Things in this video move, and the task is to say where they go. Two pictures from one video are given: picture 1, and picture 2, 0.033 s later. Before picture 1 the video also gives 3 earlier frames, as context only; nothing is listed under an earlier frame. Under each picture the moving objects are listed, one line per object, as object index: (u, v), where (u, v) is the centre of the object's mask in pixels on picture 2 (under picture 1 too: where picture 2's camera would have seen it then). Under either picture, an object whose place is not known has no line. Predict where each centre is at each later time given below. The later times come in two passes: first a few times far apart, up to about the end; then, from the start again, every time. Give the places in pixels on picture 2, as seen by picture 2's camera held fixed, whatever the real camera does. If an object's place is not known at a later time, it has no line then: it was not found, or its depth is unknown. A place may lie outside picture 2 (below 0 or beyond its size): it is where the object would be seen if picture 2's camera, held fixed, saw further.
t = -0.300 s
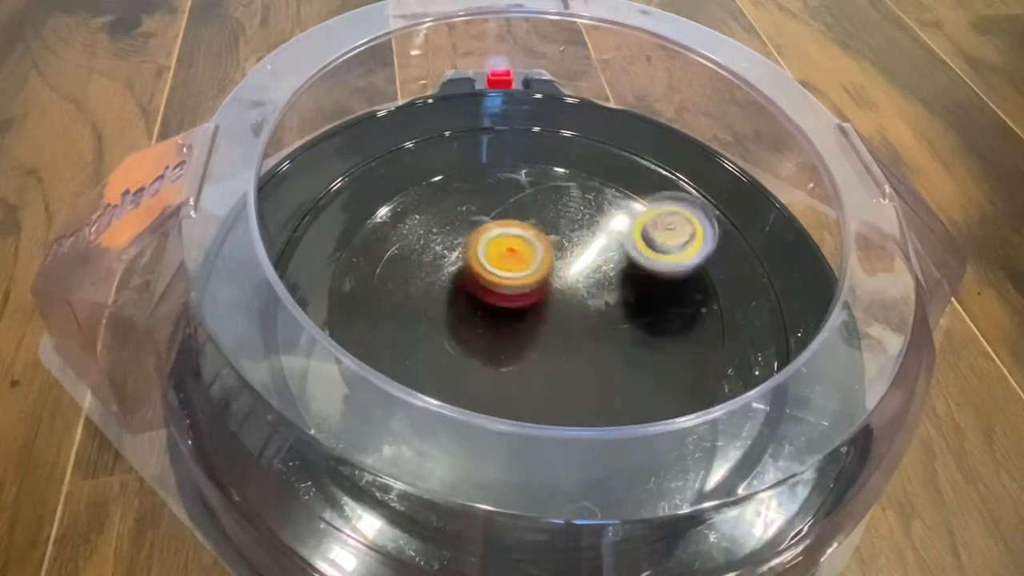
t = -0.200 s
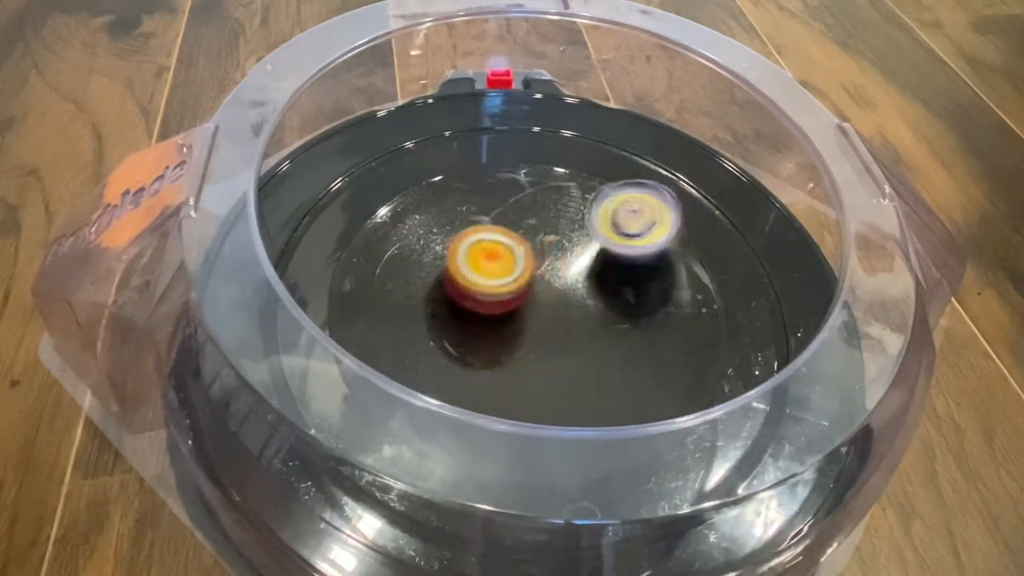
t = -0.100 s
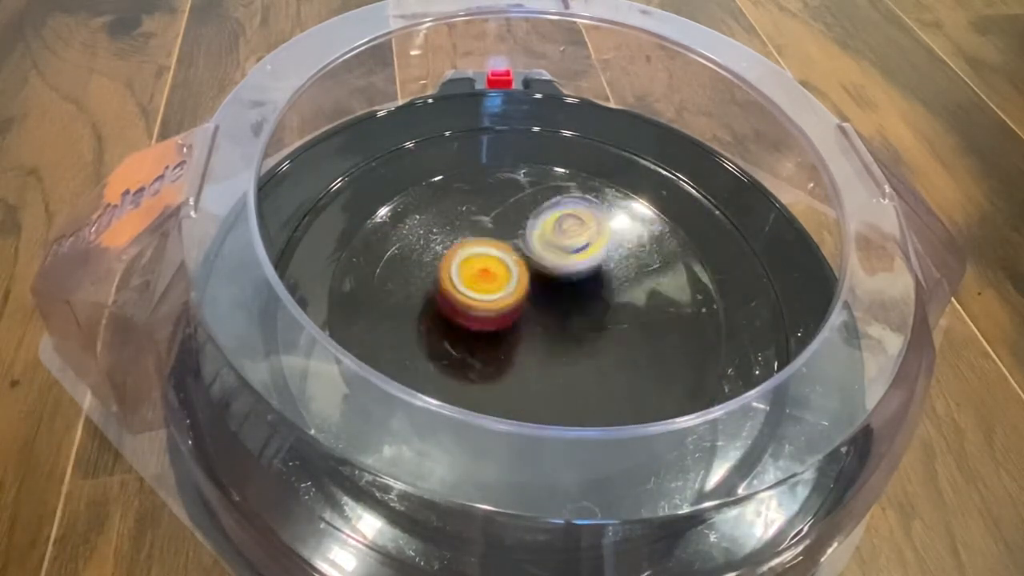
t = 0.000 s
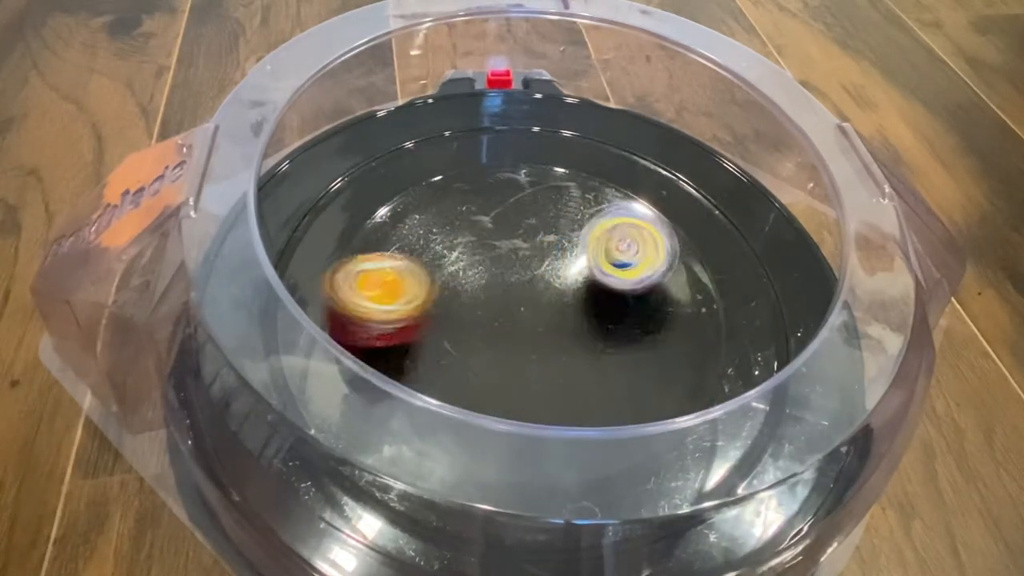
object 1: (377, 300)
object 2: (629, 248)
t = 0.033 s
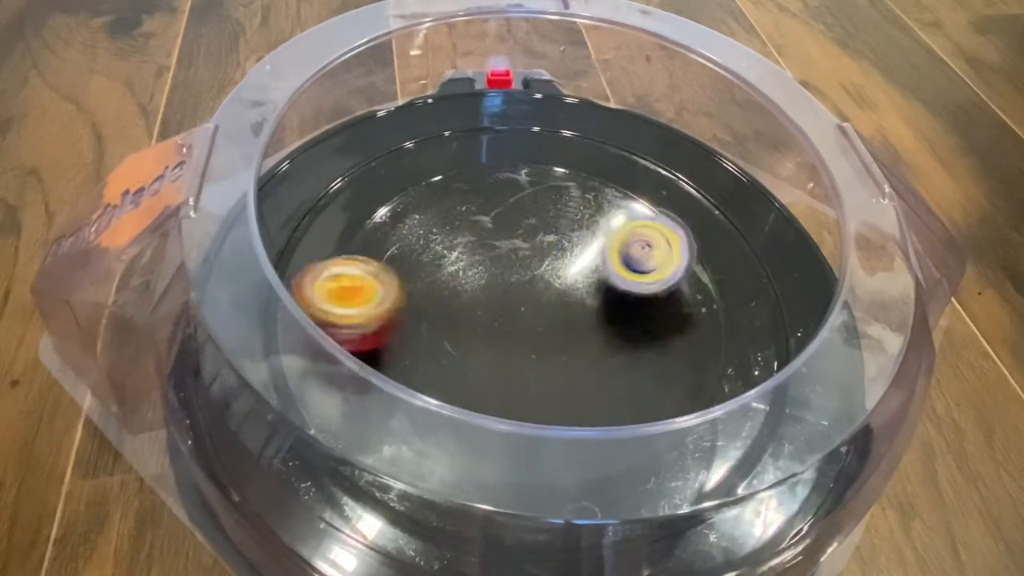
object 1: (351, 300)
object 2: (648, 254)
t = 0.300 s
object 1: (291, 316)
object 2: (690, 297)
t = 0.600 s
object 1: (324, 276)
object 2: (577, 370)
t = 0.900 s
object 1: (452, 279)
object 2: (478, 354)
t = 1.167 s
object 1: (619, 262)
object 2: (529, 343)
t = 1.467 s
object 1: (654, 262)
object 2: (556, 257)
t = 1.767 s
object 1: (631, 357)
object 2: (469, 179)
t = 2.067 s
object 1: (493, 374)
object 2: (500, 266)
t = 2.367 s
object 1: (423, 283)
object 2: (529, 291)
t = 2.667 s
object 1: (498, 217)
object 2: (571, 276)
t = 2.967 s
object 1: (616, 232)
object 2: (539, 303)
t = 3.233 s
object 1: (650, 307)
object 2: (518, 285)
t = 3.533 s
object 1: (535, 378)
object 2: (525, 252)
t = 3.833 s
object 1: (435, 348)
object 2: (535, 296)
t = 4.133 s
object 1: (458, 243)
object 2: (529, 294)
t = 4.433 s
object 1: (481, 211)
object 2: (532, 288)
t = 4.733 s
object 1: (571, 226)
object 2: (524, 316)
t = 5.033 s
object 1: (574, 235)
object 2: (501, 276)
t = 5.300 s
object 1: (568, 237)
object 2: (498, 257)
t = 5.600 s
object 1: (566, 237)
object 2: (501, 289)
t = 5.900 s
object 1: (566, 237)
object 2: (492, 302)
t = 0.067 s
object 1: (336, 300)
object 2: (662, 257)
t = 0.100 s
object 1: (308, 306)
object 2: (671, 259)
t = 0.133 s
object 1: (292, 309)
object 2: (680, 262)
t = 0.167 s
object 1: (278, 311)
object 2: (686, 267)
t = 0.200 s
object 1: (276, 313)
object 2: (689, 273)
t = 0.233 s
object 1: (285, 317)
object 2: (691, 280)
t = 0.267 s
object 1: (290, 317)
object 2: (692, 288)
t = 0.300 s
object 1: (291, 316)
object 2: (690, 297)
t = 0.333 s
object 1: (291, 314)
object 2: (686, 308)
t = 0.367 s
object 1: (289, 310)
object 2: (679, 317)
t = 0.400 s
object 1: (289, 306)
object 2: (669, 329)
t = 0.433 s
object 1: (292, 299)
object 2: (656, 339)
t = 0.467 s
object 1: (296, 294)
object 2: (642, 348)
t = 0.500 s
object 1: (302, 289)
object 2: (627, 356)
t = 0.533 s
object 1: (306, 287)
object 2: (611, 362)
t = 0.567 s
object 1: (313, 281)
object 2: (594, 366)
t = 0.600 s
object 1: (324, 276)
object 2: (577, 370)
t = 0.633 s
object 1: (329, 274)
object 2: (558, 370)
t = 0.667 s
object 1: (334, 273)
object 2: (542, 369)
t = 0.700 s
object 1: (344, 275)
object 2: (526, 367)
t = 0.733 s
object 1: (360, 278)
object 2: (510, 363)
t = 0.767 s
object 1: (378, 280)
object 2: (496, 357)
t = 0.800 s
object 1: (397, 283)
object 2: (482, 349)
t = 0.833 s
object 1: (414, 282)
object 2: (476, 346)
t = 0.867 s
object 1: (431, 279)
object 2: (475, 350)
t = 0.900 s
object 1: (452, 279)
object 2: (478, 354)
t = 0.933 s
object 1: (473, 279)
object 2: (482, 357)
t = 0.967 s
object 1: (494, 282)
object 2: (492, 357)
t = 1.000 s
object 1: (515, 285)
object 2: (502, 353)
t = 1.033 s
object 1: (535, 286)
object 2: (512, 349)
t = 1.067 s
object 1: (558, 283)
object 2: (516, 351)
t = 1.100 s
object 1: (581, 277)
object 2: (517, 352)
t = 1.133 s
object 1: (601, 270)
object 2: (522, 350)
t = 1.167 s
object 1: (619, 262)
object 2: (529, 343)
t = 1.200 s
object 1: (632, 256)
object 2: (536, 336)
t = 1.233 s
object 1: (642, 251)
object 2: (541, 324)
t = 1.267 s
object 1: (652, 250)
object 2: (546, 315)
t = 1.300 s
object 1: (659, 249)
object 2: (548, 305)
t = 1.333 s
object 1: (663, 248)
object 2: (550, 296)
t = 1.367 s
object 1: (664, 251)
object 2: (552, 287)
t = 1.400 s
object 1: (664, 254)
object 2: (553, 279)
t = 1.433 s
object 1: (660, 257)
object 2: (554, 269)
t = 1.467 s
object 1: (654, 262)
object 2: (556, 257)
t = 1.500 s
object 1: (650, 267)
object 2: (555, 246)
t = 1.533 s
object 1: (658, 280)
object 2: (533, 230)
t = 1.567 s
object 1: (664, 291)
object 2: (515, 212)
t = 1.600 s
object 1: (666, 305)
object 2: (499, 196)
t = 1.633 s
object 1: (664, 315)
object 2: (485, 188)
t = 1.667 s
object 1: (658, 327)
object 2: (475, 181)
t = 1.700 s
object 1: (651, 336)
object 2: (470, 179)
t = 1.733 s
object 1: (642, 348)
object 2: (467, 178)
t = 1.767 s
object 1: (631, 357)
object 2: (469, 179)
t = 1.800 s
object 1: (620, 366)
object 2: (470, 183)
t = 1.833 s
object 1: (603, 376)
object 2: (472, 187)
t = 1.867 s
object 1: (591, 383)
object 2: (477, 194)
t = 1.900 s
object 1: (575, 384)
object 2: (479, 203)
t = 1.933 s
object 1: (556, 385)
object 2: (481, 212)
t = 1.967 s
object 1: (541, 384)
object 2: (485, 224)
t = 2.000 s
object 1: (523, 382)
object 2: (489, 238)
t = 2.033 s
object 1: (510, 379)
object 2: (495, 252)
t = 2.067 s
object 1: (493, 374)
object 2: (500, 266)
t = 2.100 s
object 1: (480, 369)
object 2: (504, 278)
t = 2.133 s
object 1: (468, 361)
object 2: (507, 287)
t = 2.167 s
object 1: (456, 353)
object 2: (508, 294)
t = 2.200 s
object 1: (445, 340)
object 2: (513, 293)
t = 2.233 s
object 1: (437, 329)
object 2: (520, 294)
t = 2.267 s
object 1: (430, 317)
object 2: (524, 294)
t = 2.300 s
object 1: (426, 307)
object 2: (529, 293)
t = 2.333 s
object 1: (423, 295)
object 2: (531, 294)
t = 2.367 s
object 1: (423, 283)
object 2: (529, 291)
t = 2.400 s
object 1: (426, 271)
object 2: (529, 287)
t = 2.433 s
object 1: (429, 261)
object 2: (531, 283)
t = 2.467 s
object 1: (434, 253)
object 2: (539, 280)
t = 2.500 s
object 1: (442, 242)
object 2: (548, 280)
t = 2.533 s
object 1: (456, 235)
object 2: (554, 279)
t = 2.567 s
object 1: (463, 228)
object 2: (559, 278)
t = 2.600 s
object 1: (474, 225)
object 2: (566, 278)
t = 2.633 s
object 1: (486, 219)
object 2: (567, 276)
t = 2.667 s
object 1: (498, 217)
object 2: (571, 276)
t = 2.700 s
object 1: (510, 216)
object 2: (572, 277)
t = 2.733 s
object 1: (523, 214)
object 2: (570, 276)
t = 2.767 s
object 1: (536, 213)
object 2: (572, 277)
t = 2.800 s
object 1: (550, 213)
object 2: (567, 280)
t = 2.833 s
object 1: (565, 213)
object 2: (563, 286)
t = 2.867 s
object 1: (579, 217)
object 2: (557, 290)
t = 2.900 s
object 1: (591, 220)
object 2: (551, 297)
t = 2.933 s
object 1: (604, 225)
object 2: (544, 300)
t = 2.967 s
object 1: (616, 232)
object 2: (539, 303)
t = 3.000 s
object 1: (628, 240)
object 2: (536, 306)
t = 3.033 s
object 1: (637, 248)
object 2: (533, 306)
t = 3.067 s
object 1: (645, 256)
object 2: (530, 305)
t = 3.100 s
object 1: (650, 269)
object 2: (530, 305)
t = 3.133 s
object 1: (653, 279)
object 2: (525, 301)
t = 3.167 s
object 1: (654, 287)
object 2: (522, 298)
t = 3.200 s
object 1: (653, 298)
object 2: (521, 292)
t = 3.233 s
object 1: (650, 307)
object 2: (518, 285)
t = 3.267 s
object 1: (646, 318)
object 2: (517, 278)
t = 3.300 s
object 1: (638, 328)
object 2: (518, 274)
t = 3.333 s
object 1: (626, 338)
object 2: (519, 268)
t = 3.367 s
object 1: (615, 346)
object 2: (519, 262)
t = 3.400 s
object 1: (600, 355)
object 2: (521, 258)
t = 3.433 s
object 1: (584, 362)
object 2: (521, 253)
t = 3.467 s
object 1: (569, 368)
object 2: (526, 252)
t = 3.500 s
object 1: (554, 375)
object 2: (525, 253)
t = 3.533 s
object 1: (535, 378)
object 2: (525, 252)
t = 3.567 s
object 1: (521, 380)
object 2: (528, 253)
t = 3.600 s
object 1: (508, 380)
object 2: (532, 259)
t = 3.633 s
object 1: (494, 379)
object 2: (532, 263)
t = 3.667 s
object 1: (480, 376)
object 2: (534, 267)
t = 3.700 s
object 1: (466, 372)
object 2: (536, 273)
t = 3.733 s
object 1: (455, 366)
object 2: (537, 280)
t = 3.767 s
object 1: (446, 360)
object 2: (537, 285)
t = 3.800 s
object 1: (439, 355)
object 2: (537, 290)
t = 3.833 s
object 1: (435, 348)
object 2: (535, 296)
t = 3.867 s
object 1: (431, 338)
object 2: (532, 299)
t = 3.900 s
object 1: (431, 325)
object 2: (531, 303)
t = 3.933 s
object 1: (433, 317)
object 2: (530, 304)
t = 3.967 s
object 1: (436, 305)
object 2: (531, 304)
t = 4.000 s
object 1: (441, 293)
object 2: (536, 304)
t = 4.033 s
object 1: (446, 279)
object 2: (538, 303)
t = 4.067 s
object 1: (449, 267)
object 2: (534, 301)
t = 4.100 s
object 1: (454, 254)
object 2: (531, 298)
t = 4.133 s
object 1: (458, 243)
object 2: (529, 294)
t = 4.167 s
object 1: (460, 234)
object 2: (527, 289)
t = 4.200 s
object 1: (462, 225)
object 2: (527, 288)
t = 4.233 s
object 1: (463, 218)
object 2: (526, 288)
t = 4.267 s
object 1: (464, 213)
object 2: (529, 286)
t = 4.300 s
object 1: (465, 209)
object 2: (534, 287)
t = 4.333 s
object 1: (470, 206)
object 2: (534, 290)
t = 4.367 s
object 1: (473, 206)
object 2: (531, 290)
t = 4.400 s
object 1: (476, 209)
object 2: (530, 288)
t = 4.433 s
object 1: (481, 211)
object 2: (532, 288)
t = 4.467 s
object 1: (490, 215)
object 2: (536, 290)
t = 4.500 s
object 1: (500, 220)
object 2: (536, 291)
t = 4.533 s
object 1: (512, 226)
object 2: (536, 291)
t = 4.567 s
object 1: (529, 228)
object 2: (540, 299)
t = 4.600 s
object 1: (545, 228)
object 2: (536, 307)
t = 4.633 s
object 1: (559, 229)
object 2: (532, 311)
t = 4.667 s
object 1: (567, 229)
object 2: (529, 315)
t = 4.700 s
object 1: (571, 227)
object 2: (525, 317)
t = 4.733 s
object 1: (571, 226)
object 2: (524, 316)
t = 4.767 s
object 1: (573, 226)
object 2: (519, 314)
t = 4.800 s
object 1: (570, 229)
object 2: (518, 310)
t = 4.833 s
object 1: (565, 230)
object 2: (515, 306)
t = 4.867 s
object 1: (562, 230)
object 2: (514, 302)
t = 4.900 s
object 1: (562, 230)
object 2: (514, 297)
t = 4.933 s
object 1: (563, 231)
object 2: (512, 290)
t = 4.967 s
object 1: (566, 234)
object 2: (509, 286)
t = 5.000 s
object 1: (571, 236)
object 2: (505, 282)
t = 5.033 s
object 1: (574, 235)
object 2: (501, 276)
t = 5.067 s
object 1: (575, 236)
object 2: (501, 272)
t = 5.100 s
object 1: (575, 236)
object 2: (501, 267)
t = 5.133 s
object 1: (573, 235)
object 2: (501, 264)
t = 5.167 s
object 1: (571, 236)
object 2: (502, 261)
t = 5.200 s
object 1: (570, 236)
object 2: (502, 261)
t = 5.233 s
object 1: (568, 237)
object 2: (500, 258)
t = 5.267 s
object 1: (568, 237)
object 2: (498, 257)
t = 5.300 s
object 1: (568, 237)
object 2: (498, 257)
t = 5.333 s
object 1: (568, 237)
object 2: (498, 259)
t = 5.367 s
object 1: (568, 237)
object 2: (499, 262)
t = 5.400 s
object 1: (569, 237)
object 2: (500, 266)
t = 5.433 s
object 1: (569, 237)
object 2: (500, 269)
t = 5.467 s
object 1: (567, 237)
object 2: (500, 272)
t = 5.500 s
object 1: (565, 237)
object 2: (499, 276)
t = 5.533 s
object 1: (565, 236)
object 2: (501, 281)
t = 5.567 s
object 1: (565, 237)
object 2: (502, 286)
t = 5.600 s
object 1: (566, 237)
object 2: (501, 289)
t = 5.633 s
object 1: (567, 237)
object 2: (501, 293)
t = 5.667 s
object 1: (567, 237)
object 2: (499, 296)
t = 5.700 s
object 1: (566, 237)
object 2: (498, 298)
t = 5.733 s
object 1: (565, 237)
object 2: (496, 299)
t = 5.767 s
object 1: (565, 237)
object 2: (495, 299)
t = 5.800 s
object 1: (566, 237)
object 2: (494, 300)
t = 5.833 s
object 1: (566, 237)
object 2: (493, 301)
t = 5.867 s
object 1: (566, 237)
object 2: (492, 302)
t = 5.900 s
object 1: (566, 237)
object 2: (492, 302)
